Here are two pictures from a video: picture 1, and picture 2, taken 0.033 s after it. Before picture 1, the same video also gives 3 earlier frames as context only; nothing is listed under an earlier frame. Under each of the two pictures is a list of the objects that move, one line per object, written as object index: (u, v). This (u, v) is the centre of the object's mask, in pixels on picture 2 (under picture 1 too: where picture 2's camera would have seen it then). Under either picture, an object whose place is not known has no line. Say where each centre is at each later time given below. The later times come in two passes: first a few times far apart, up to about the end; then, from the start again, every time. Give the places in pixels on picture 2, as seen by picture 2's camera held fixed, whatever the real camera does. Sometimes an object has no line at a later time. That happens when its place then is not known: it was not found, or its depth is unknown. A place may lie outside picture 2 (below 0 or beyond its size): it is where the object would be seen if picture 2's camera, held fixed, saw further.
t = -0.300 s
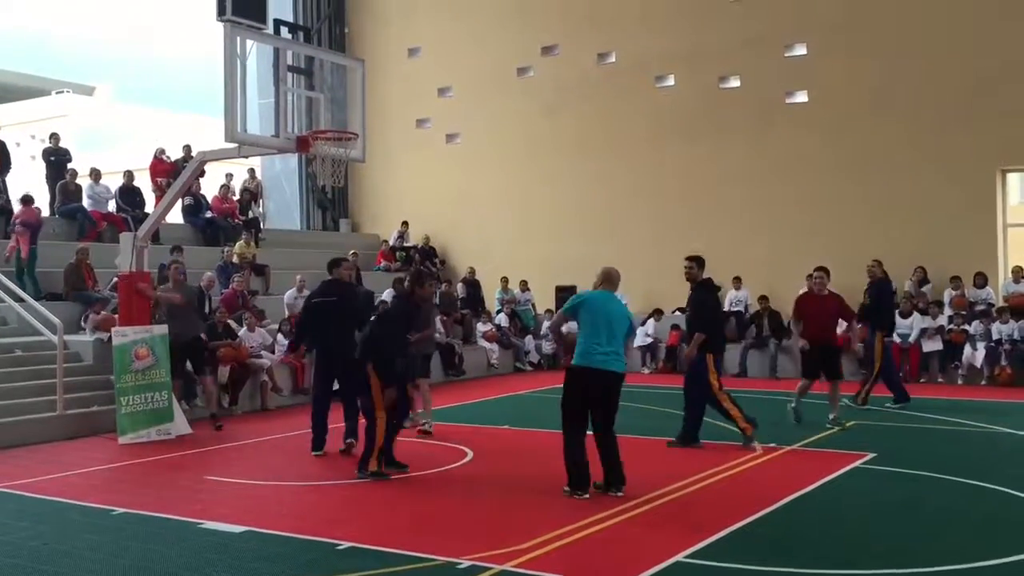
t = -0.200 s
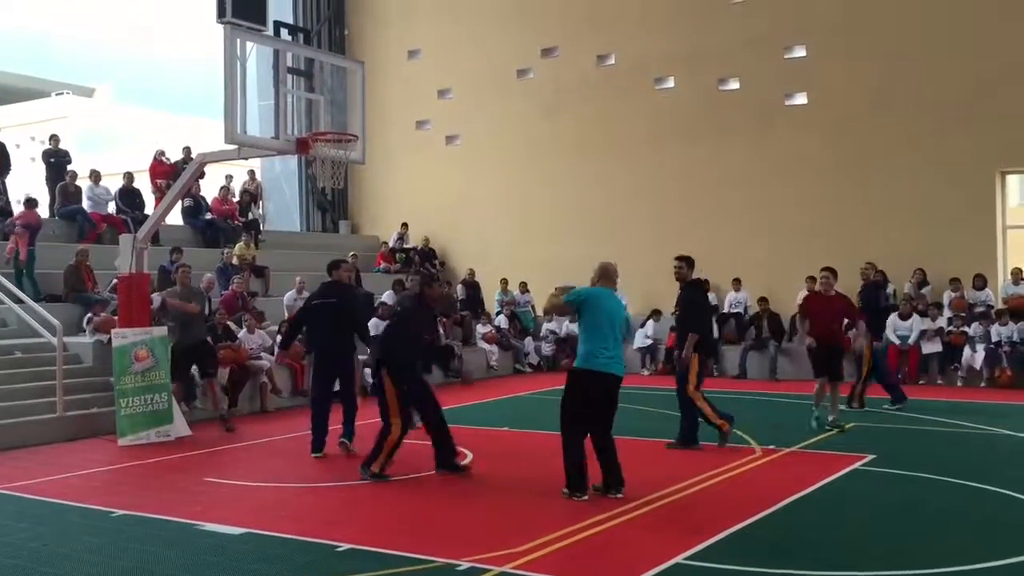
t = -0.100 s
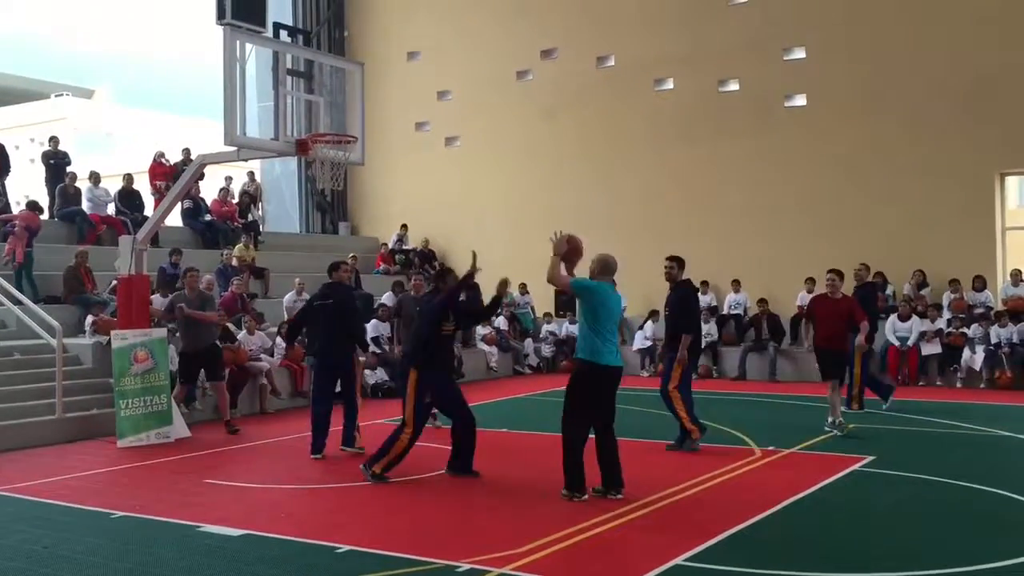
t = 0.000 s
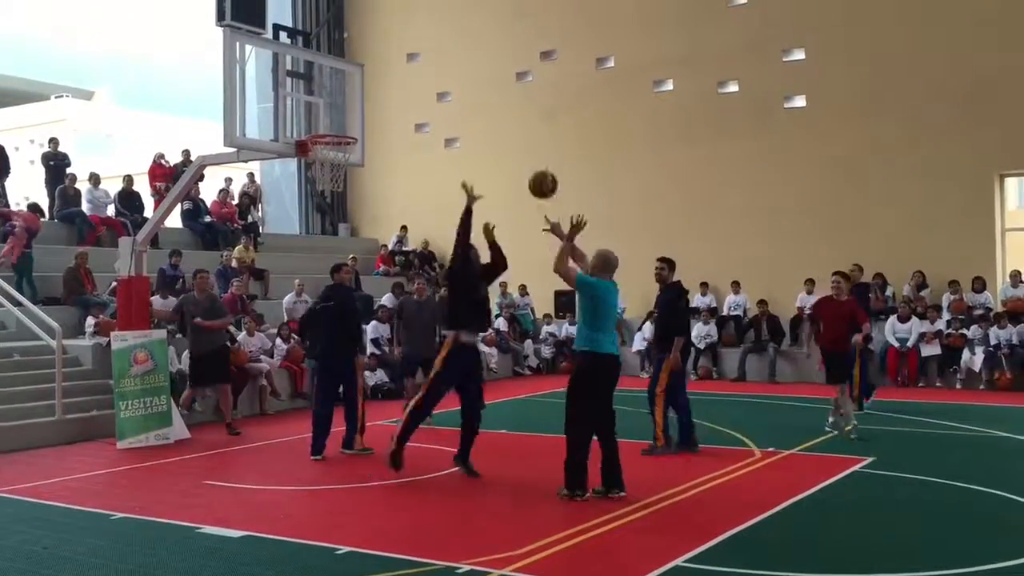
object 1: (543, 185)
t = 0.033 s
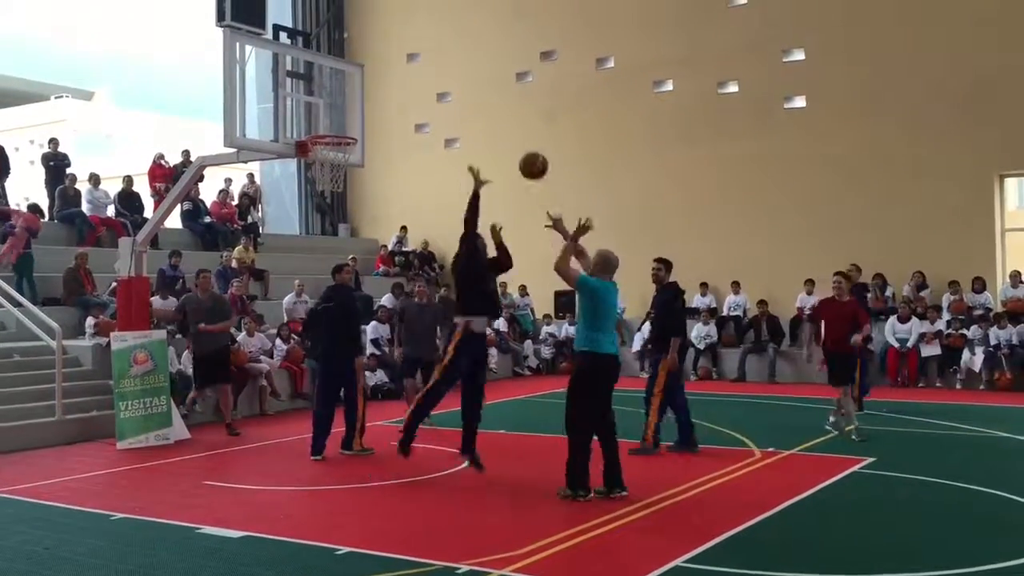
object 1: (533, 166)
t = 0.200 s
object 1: (489, 92)
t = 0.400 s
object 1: (441, 49)
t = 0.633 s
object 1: (391, 56)
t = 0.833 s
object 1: (352, 106)
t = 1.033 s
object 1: (350, 140)
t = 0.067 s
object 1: (524, 148)
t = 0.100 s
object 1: (515, 131)
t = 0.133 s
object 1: (506, 117)
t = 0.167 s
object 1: (498, 104)
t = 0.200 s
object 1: (489, 92)
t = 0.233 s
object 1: (481, 81)
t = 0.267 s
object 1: (473, 72)
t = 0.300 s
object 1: (464, 64)
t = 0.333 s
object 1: (457, 58)
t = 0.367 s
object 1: (449, 53)
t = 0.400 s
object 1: (441, 49)
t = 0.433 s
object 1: (434, 47)
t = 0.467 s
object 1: (426, 45)
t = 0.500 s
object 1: (419, 45)
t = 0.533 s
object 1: (412, 46)
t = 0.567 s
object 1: (405, 48)
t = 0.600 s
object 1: (398, 52)
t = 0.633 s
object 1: (391, 56)
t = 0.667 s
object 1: (384, 62)
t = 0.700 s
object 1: (378, 68)
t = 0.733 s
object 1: (371, 76)
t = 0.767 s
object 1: (365, 85)
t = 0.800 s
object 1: (359, 95)
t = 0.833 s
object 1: (352, 106)
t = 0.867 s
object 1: (346, 118)
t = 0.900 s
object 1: (340, 130)
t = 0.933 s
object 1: (338, 137)
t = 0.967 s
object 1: (338, 139)
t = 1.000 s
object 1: (343, 139)
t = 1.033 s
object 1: (350, 140)
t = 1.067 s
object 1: (356, 143)
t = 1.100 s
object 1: (362, 146)
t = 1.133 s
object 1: (368, 151)
